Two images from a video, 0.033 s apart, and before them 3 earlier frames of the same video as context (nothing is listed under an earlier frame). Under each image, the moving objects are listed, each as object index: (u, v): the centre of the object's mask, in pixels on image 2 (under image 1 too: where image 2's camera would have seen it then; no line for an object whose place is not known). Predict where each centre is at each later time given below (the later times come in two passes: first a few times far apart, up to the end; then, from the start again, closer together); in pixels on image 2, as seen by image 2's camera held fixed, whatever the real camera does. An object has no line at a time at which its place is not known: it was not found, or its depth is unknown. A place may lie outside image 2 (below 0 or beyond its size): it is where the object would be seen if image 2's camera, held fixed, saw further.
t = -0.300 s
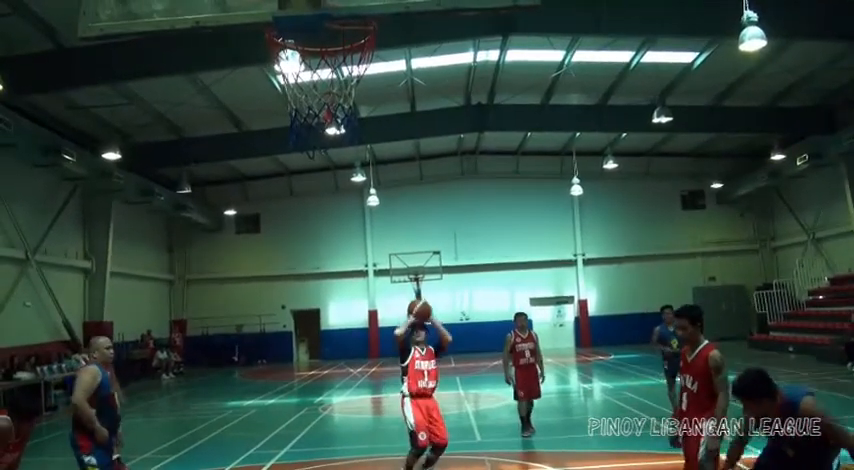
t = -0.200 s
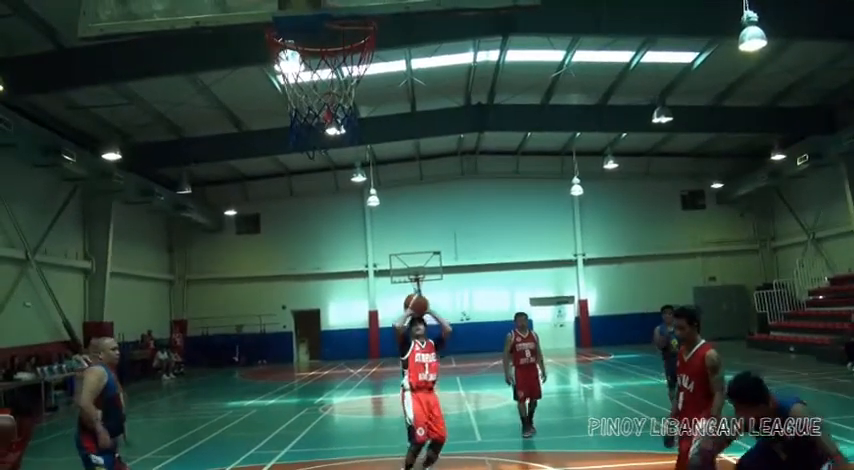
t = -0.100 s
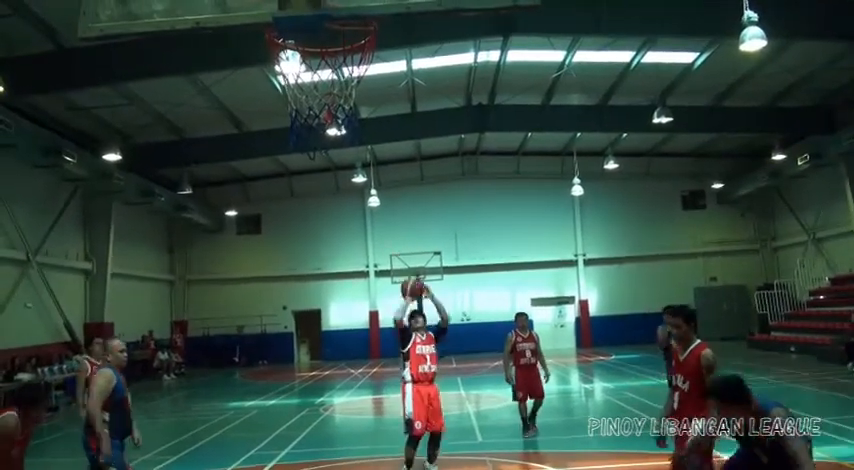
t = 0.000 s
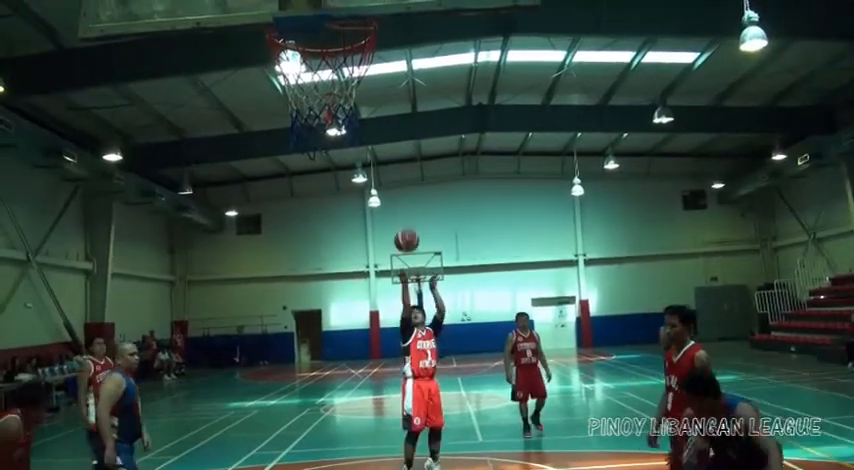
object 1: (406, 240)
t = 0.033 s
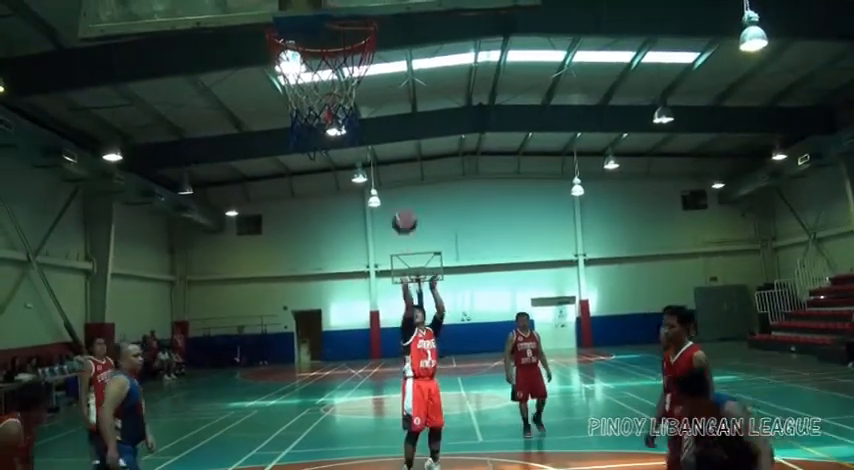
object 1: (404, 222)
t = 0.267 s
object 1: (386, 101)
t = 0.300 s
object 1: (384, 89)
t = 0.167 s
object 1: (395, 148)
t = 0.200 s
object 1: (392, 134)
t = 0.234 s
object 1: (389, 115)
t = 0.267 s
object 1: (386, 101)
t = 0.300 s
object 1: (384, 89)
